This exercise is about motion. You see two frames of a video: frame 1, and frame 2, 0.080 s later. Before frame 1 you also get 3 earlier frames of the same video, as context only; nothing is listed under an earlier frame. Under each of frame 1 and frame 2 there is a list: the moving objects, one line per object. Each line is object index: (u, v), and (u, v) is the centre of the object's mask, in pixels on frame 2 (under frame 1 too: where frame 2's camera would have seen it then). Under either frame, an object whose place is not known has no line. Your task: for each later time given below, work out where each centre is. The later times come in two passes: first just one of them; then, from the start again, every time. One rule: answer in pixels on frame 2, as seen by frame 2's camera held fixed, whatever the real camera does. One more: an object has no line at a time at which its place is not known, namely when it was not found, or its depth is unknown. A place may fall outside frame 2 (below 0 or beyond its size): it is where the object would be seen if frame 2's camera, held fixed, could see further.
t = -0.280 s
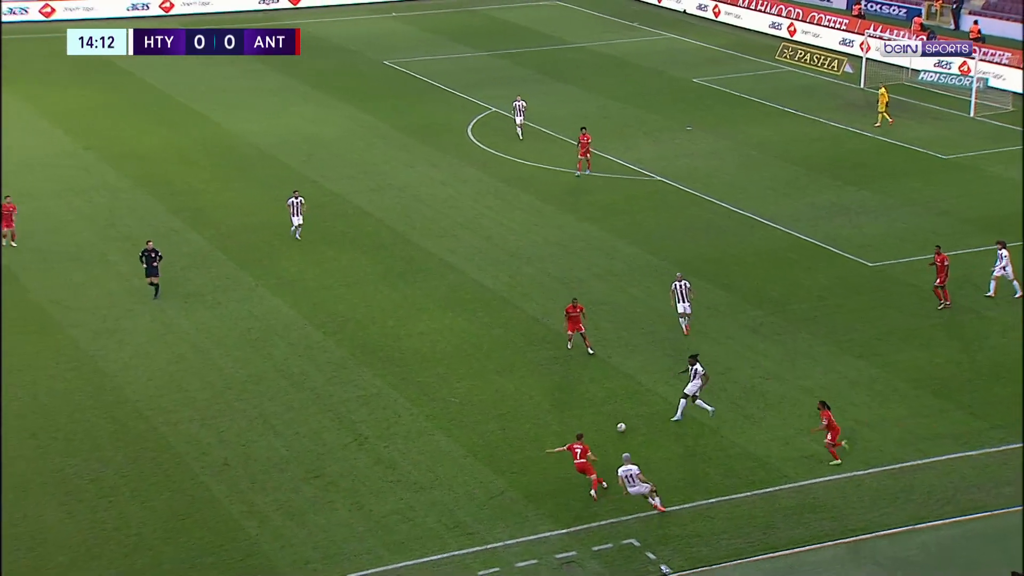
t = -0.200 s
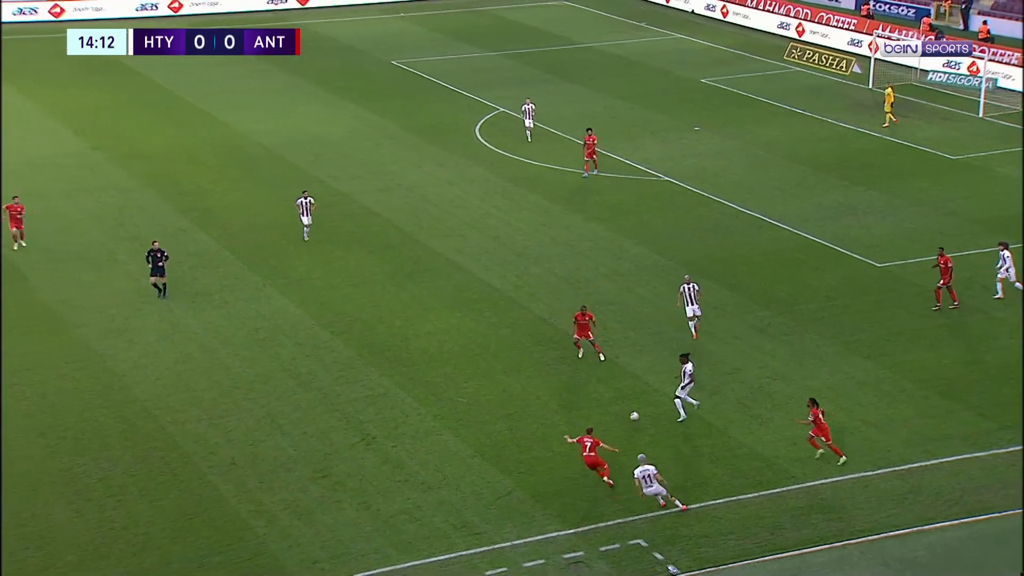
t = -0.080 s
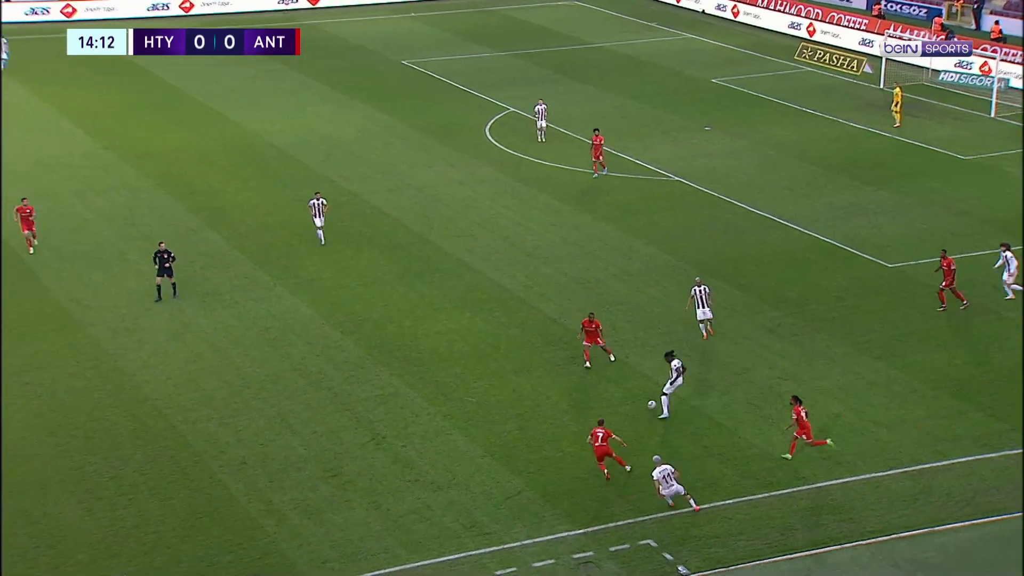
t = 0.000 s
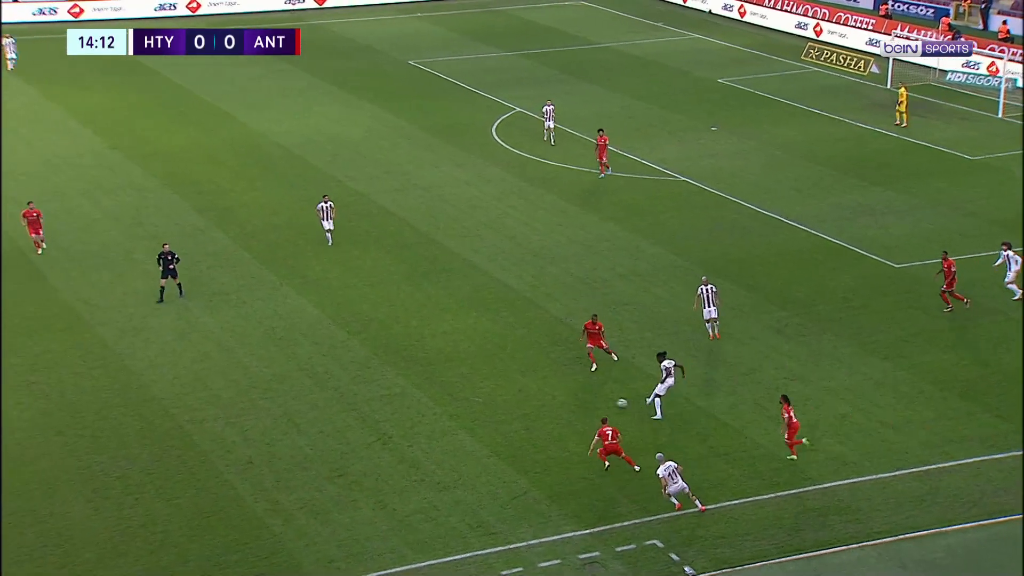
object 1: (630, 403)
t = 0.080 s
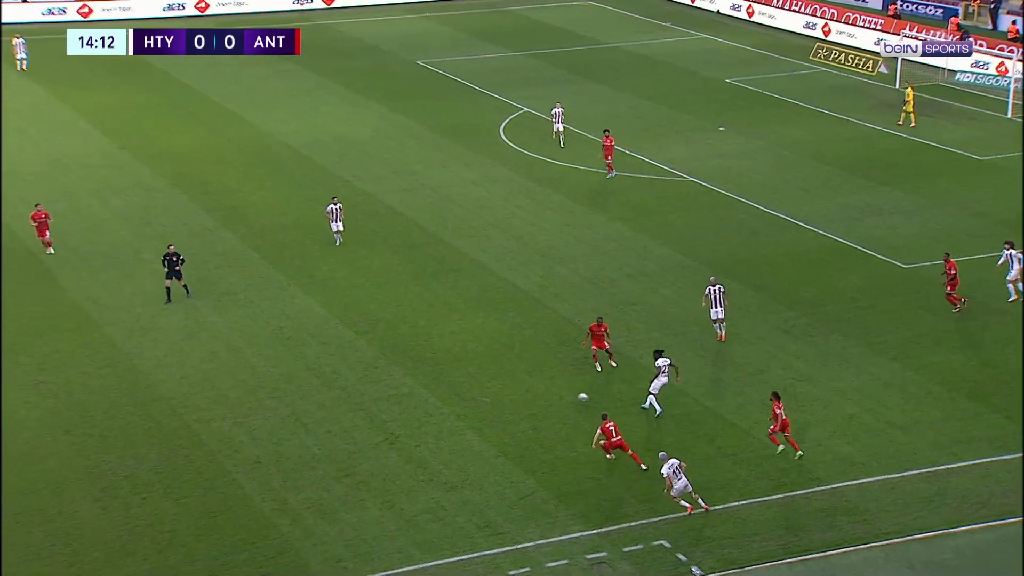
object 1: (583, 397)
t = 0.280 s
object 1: (471, 394)
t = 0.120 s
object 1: (560, 395)
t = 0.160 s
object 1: (538, 393)
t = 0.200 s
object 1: (515, 393)
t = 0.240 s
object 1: (493, 393)
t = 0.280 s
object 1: (471, 394)
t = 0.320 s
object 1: (450, 394)
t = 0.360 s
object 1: (432, 391)
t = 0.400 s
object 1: (413, 389)
